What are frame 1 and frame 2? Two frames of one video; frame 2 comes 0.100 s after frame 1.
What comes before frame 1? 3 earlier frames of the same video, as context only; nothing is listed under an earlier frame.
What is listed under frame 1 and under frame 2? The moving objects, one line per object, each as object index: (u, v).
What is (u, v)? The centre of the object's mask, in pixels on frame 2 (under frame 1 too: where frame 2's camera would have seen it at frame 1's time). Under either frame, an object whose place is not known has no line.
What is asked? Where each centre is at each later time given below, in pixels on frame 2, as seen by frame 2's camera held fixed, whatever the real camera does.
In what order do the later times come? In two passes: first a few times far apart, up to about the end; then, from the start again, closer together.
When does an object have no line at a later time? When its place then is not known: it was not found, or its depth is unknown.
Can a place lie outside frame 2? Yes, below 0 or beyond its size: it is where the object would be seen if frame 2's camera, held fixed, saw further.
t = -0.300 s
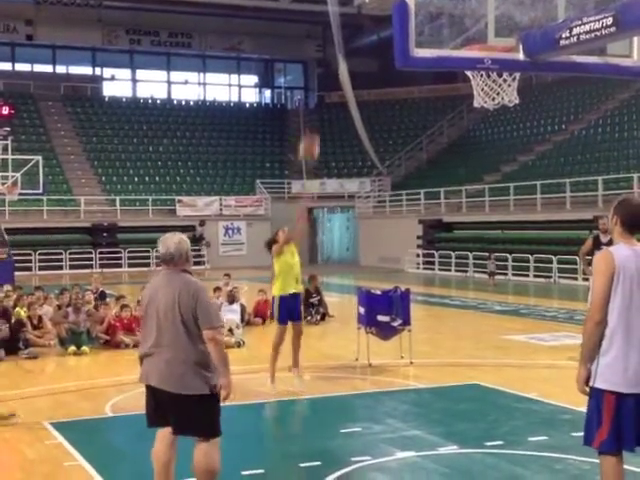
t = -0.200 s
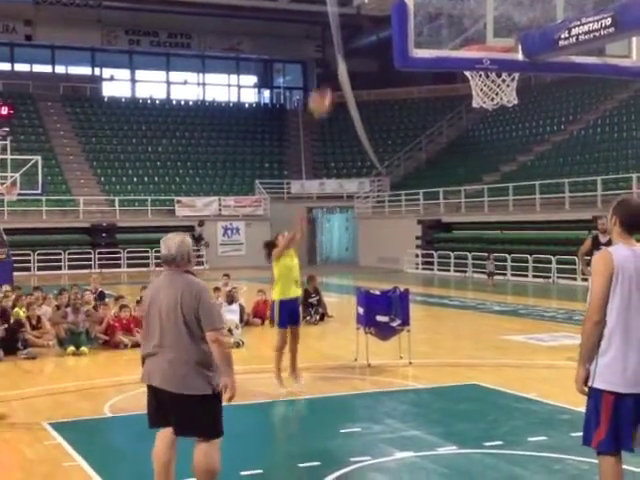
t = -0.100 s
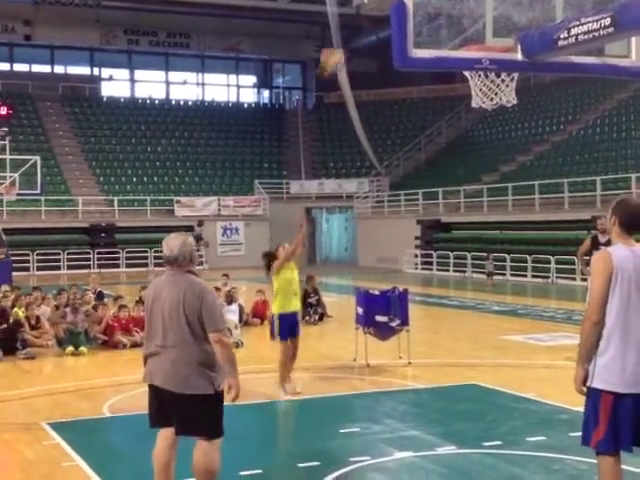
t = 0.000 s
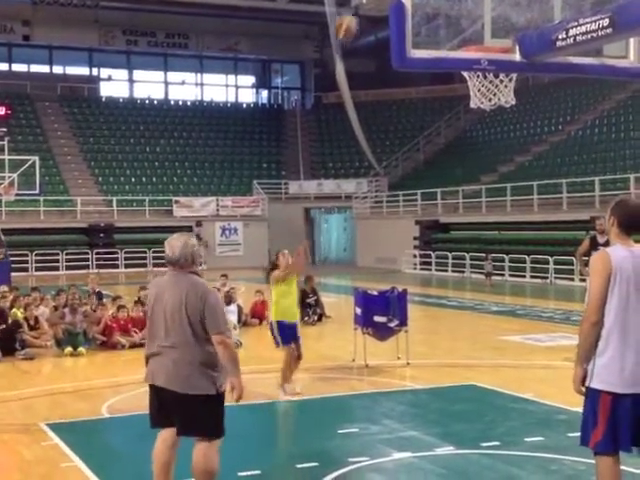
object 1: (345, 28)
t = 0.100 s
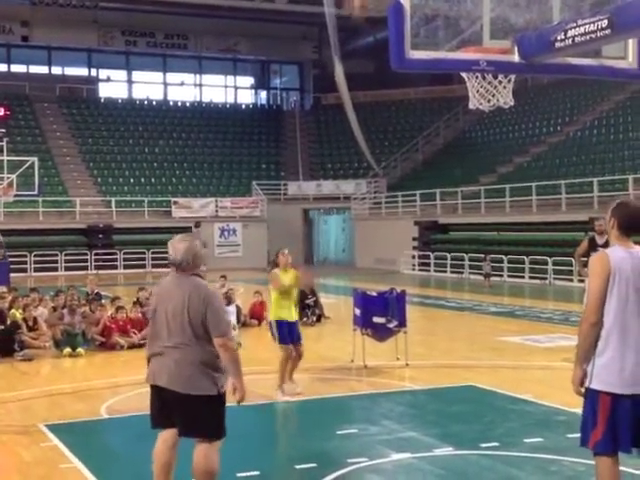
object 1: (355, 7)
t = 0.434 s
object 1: (424, 4)
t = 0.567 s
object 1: (449, 38)
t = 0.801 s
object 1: (502, 183)
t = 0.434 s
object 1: (424, 4)
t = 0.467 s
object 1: (428, 9)
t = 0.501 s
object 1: (434, 18)
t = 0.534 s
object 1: (441, 28)
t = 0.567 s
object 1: (449, 38)
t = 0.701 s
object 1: (477, 118)
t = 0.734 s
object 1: (486, 136)
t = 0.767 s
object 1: (493, 161)
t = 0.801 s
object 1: (502, 183)
